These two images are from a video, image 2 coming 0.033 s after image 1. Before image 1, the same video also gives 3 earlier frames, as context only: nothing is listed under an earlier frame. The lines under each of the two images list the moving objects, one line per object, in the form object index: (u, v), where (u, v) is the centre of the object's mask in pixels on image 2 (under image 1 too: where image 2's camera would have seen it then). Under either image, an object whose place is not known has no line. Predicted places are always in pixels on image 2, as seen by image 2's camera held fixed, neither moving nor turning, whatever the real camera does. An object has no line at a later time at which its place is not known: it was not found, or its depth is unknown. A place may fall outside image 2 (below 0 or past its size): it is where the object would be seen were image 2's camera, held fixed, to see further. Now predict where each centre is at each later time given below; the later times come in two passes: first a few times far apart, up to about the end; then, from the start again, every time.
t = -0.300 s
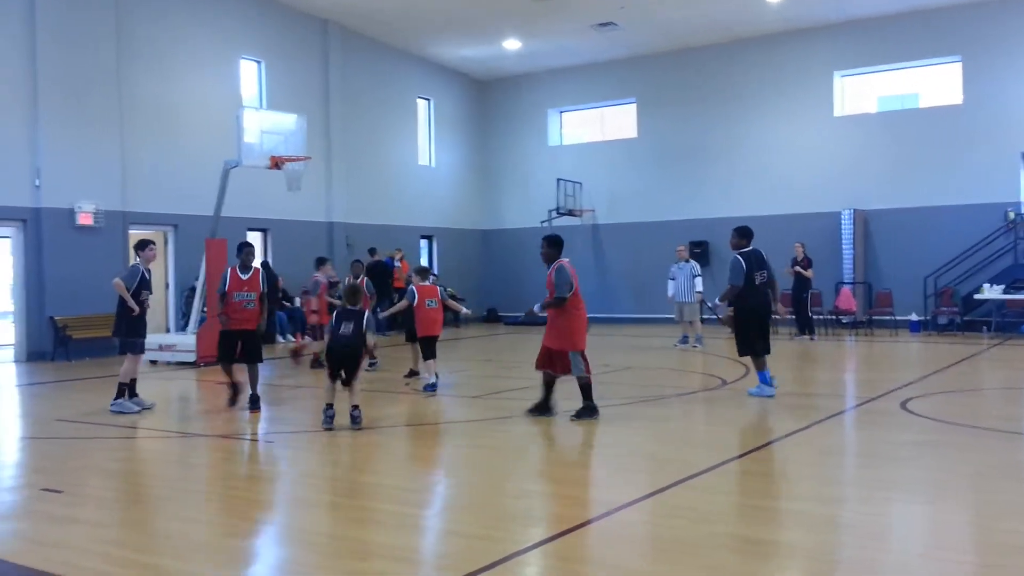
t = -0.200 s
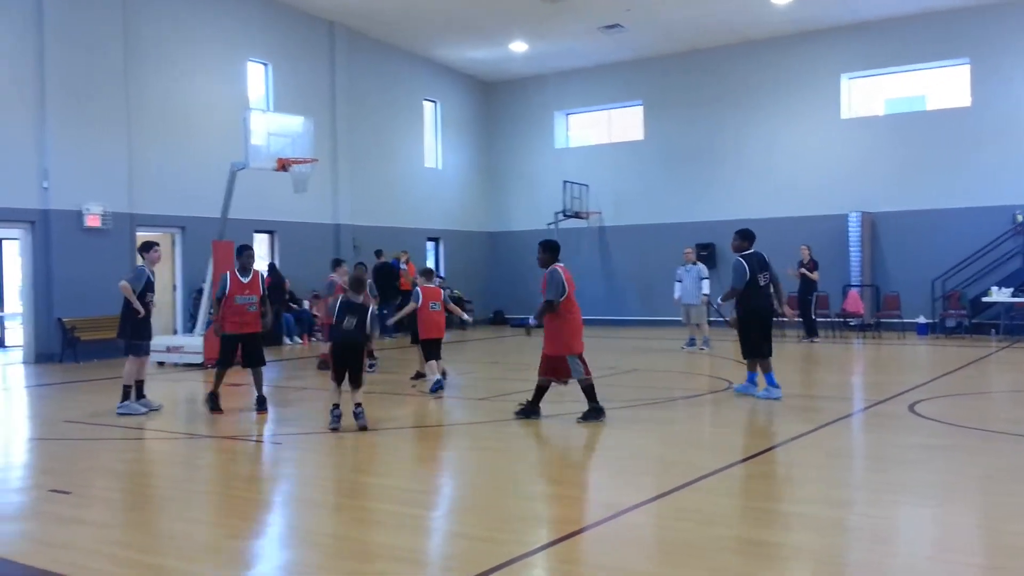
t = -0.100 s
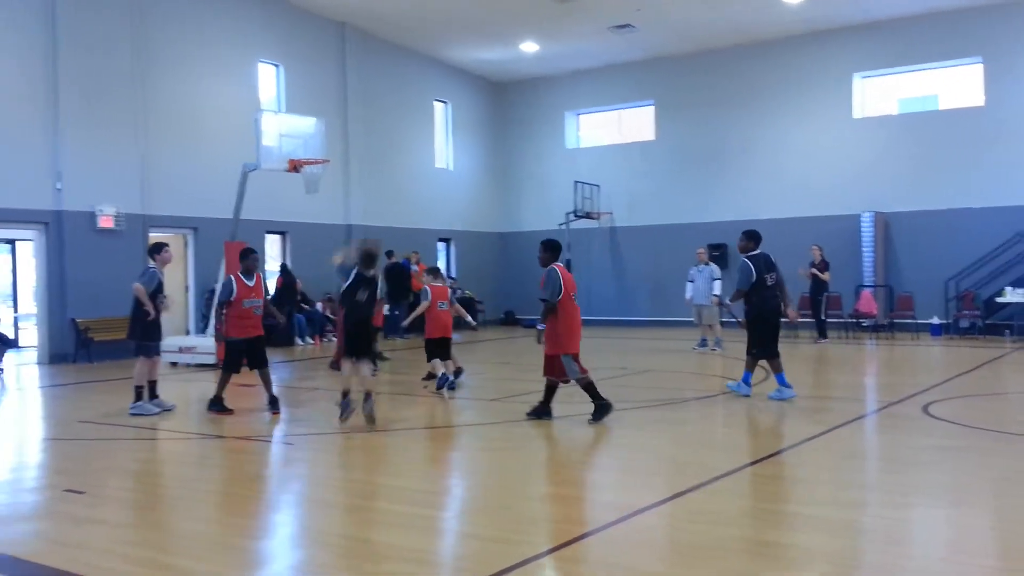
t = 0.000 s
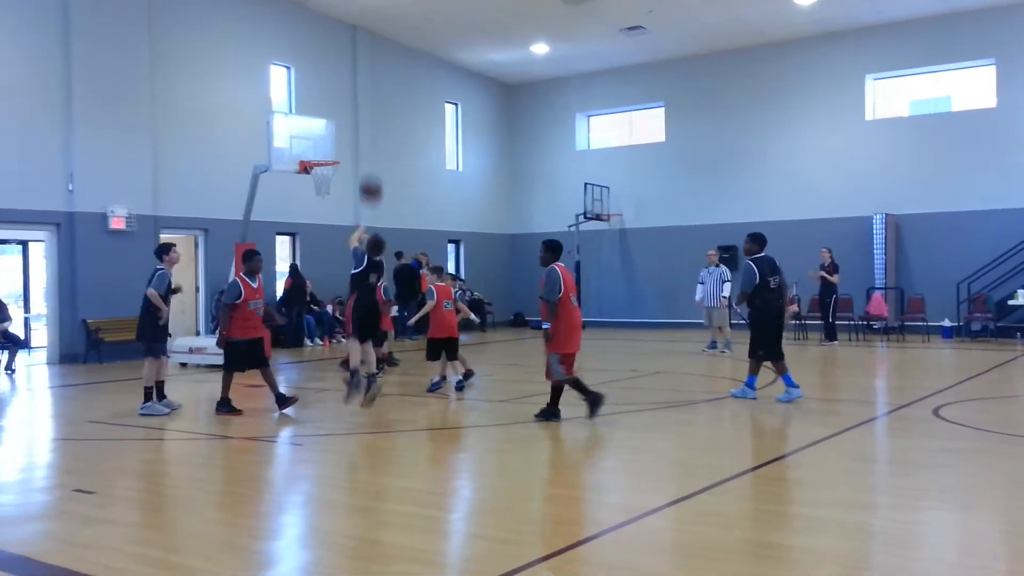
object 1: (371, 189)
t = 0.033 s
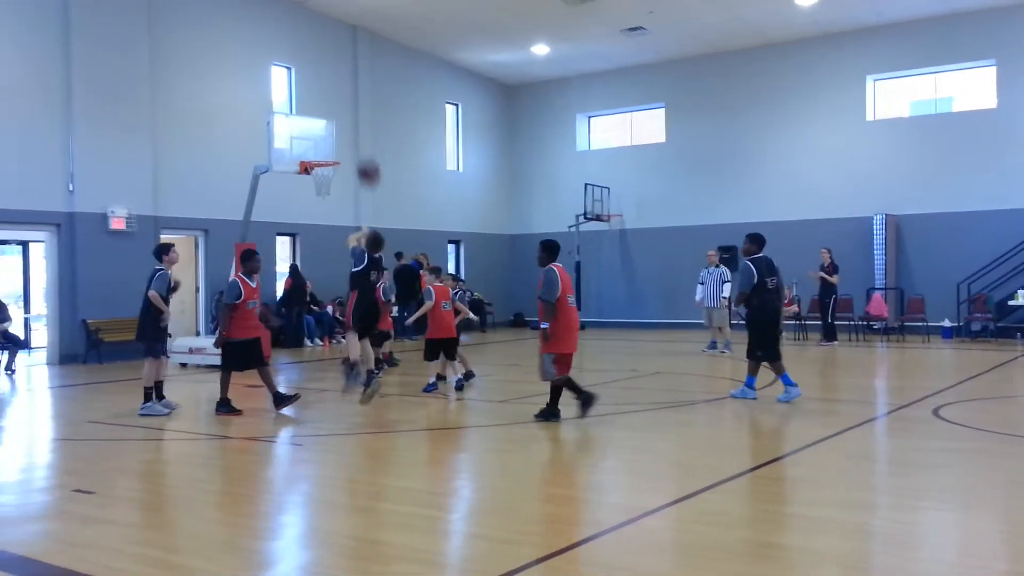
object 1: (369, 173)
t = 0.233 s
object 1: (356, 97)
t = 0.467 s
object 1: (344, 65)
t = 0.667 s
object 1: (337, 75)
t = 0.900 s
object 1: (332, 121)
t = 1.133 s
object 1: (335, 147)
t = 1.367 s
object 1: (366, 147)
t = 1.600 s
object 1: (396, 184)
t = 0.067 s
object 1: (367, 156)
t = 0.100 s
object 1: (364, 141)
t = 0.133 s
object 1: (362, 128)
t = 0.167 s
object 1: (360, 116)
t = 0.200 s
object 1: (359, 106)
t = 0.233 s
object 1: (356, 97)
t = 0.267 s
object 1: (353, 88)
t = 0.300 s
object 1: (351, 82)
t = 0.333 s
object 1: (350, 76)
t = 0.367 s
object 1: (349, 72)
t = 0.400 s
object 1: (347, 68)
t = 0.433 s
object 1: (346, 66)
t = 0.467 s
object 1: (344, 65)
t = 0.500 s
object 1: (343, 65)
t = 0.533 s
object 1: (342, 65)
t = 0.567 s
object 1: (341, 66)
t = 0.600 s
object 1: (339, 68)
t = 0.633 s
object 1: (338, 72)
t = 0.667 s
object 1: (337, 75)
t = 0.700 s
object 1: (336, 80)
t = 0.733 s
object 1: (335, 86)
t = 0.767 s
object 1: (334, 92)
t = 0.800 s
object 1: (333, 99)
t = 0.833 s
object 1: (332, 106)
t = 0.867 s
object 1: (332, 113)
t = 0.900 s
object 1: (332, 121)
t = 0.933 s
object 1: (331, 131)
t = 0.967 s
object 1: (330, 141)
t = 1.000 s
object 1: (329, 151)
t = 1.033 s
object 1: (329, 154)
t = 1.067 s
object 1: (330, 152)
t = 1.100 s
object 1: (331, 149)
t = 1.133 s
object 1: (335, 147)
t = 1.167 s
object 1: (340, 144)
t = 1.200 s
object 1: (344, 143)
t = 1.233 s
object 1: (349, 142)
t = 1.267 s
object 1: (353, 143)
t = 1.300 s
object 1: (357, 143)
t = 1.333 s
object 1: (361, 145)
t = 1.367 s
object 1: (366, 147)
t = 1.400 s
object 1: (370, 150)
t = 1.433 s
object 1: (374, 154)
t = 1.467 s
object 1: (378, 159)
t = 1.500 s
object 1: (383, 164)
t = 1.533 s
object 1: (388, 170)
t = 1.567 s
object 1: (392, 177)
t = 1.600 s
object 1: (396, 184)
